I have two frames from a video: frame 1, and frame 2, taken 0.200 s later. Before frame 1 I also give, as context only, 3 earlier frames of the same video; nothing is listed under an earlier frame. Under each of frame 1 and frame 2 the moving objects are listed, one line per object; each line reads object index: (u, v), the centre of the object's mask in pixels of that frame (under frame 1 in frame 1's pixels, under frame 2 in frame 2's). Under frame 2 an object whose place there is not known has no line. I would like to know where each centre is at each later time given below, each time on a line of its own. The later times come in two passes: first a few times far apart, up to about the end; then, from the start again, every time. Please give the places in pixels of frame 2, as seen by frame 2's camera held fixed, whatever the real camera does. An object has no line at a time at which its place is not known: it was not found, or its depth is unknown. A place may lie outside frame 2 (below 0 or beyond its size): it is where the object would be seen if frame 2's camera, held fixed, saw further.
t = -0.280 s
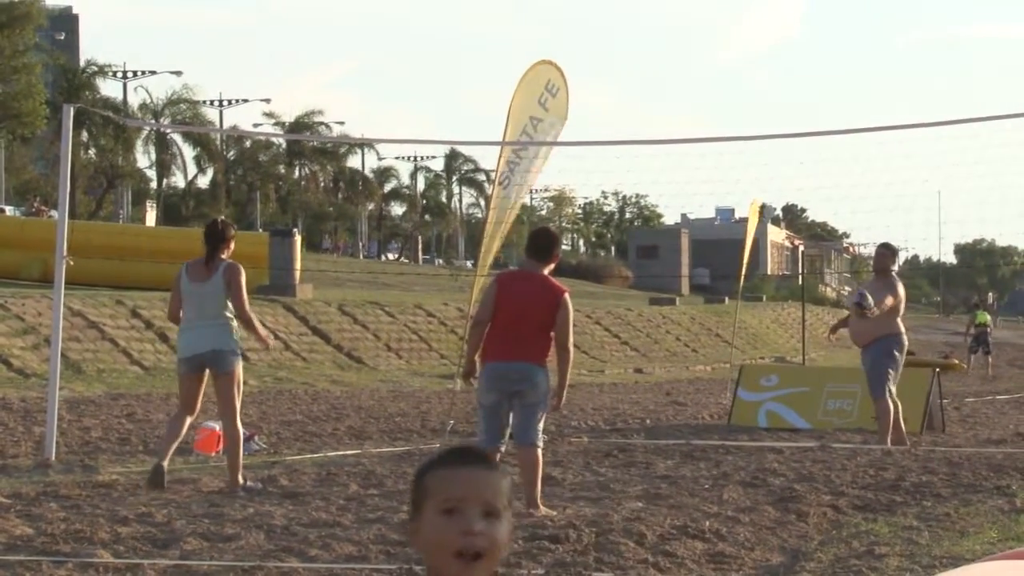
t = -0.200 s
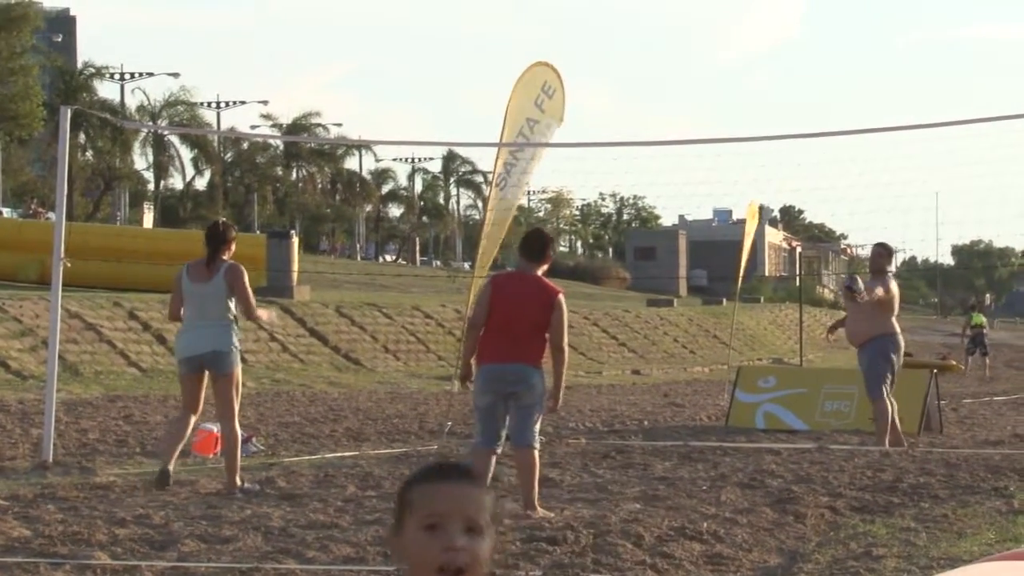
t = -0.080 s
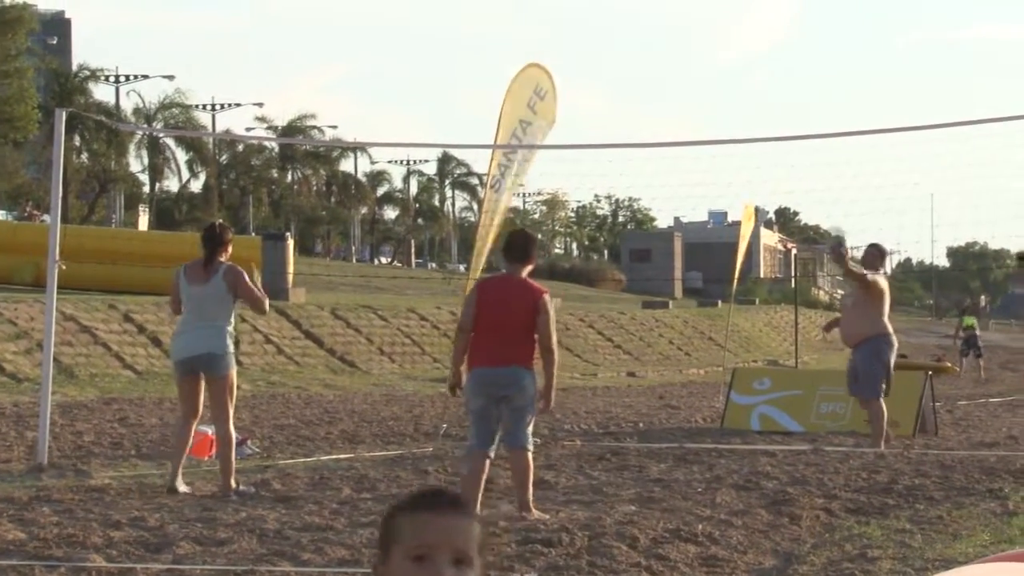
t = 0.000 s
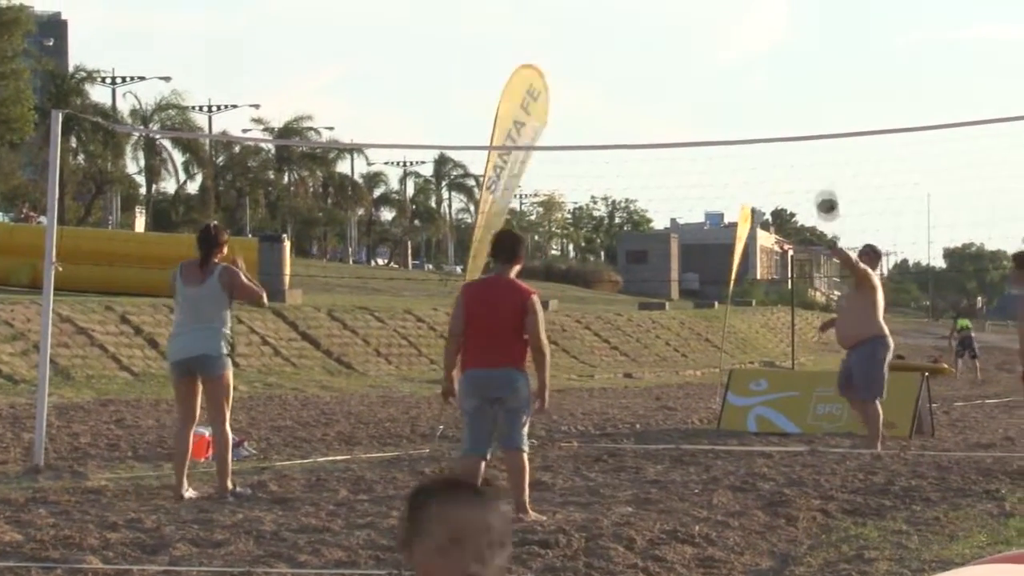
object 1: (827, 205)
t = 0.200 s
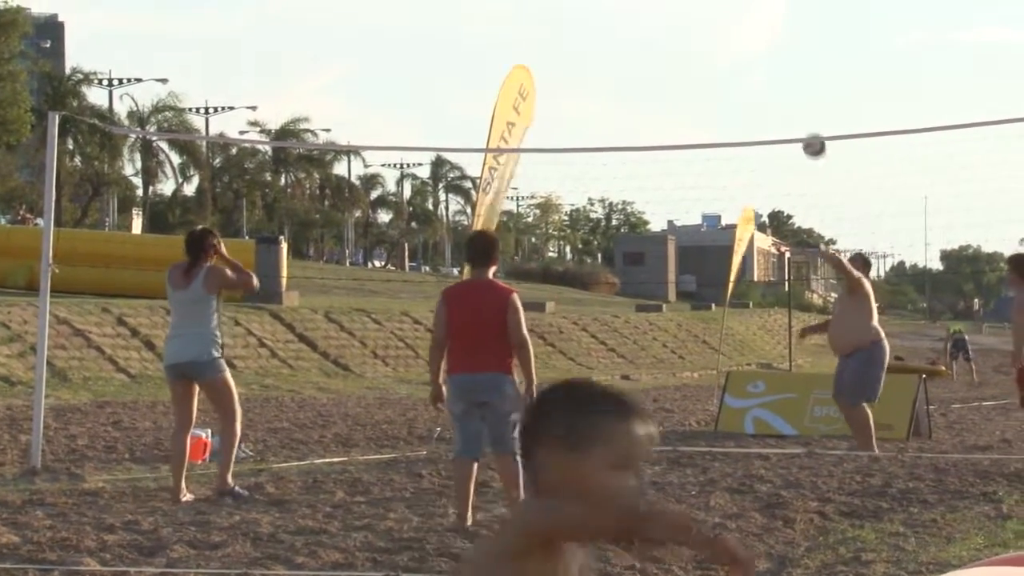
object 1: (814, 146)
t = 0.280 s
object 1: (810, 134)
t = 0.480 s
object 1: (803, 139)
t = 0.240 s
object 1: (812, 139)
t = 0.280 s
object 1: (810, 134)
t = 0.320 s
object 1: (809, 131)
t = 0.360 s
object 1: (807, 130)
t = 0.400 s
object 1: (805, 131)
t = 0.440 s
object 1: (804, 135)
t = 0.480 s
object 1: (803, 139)
